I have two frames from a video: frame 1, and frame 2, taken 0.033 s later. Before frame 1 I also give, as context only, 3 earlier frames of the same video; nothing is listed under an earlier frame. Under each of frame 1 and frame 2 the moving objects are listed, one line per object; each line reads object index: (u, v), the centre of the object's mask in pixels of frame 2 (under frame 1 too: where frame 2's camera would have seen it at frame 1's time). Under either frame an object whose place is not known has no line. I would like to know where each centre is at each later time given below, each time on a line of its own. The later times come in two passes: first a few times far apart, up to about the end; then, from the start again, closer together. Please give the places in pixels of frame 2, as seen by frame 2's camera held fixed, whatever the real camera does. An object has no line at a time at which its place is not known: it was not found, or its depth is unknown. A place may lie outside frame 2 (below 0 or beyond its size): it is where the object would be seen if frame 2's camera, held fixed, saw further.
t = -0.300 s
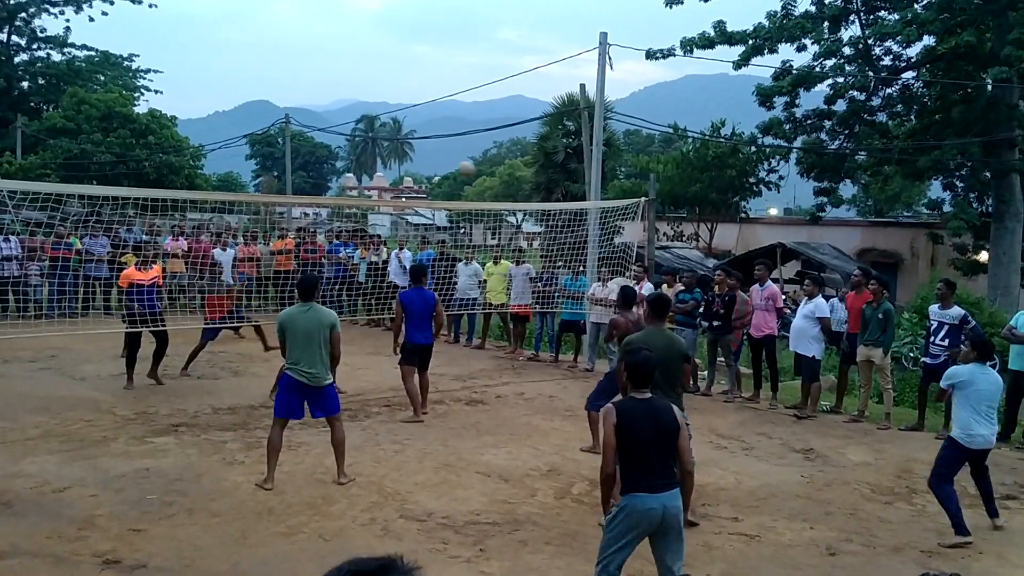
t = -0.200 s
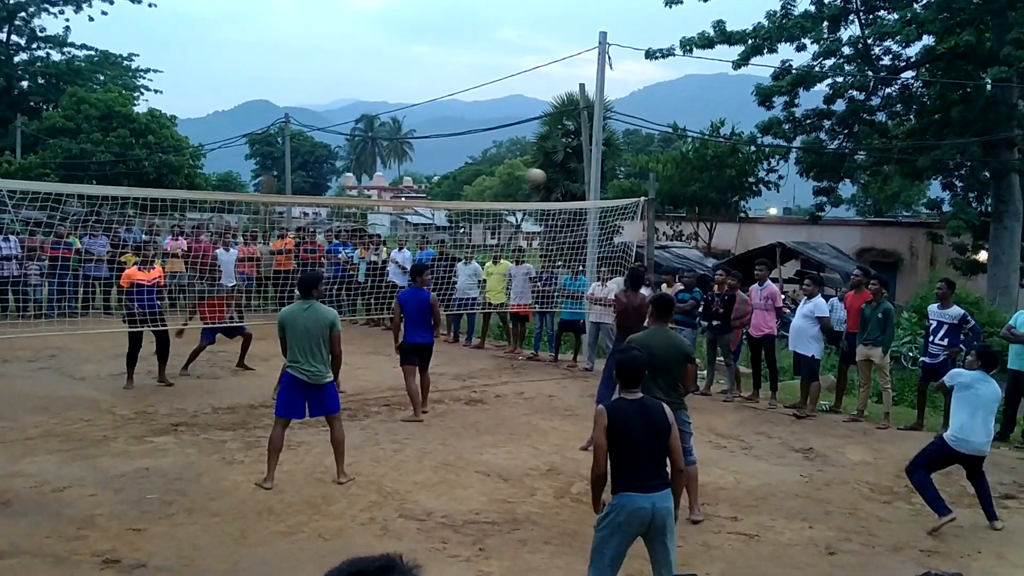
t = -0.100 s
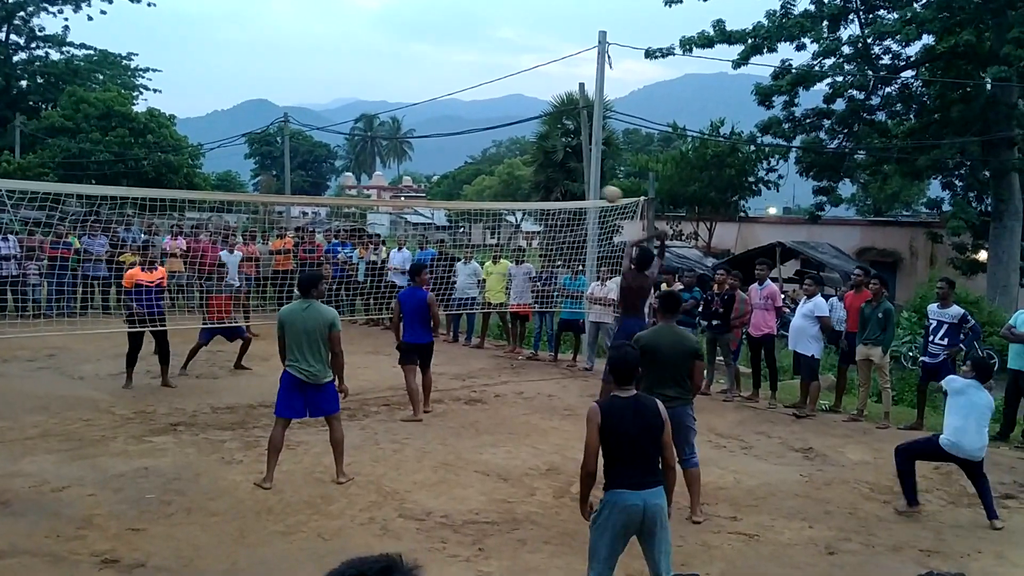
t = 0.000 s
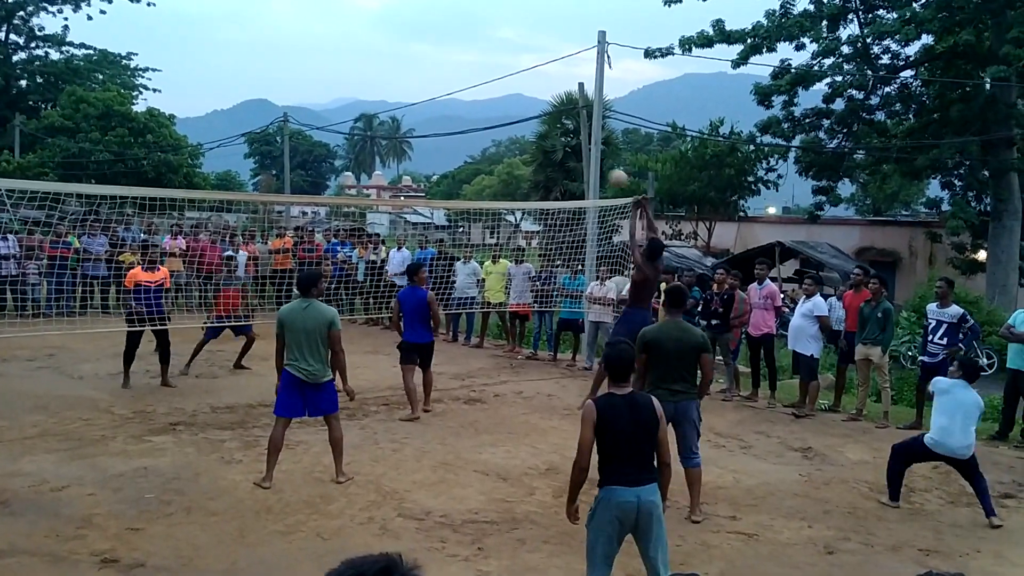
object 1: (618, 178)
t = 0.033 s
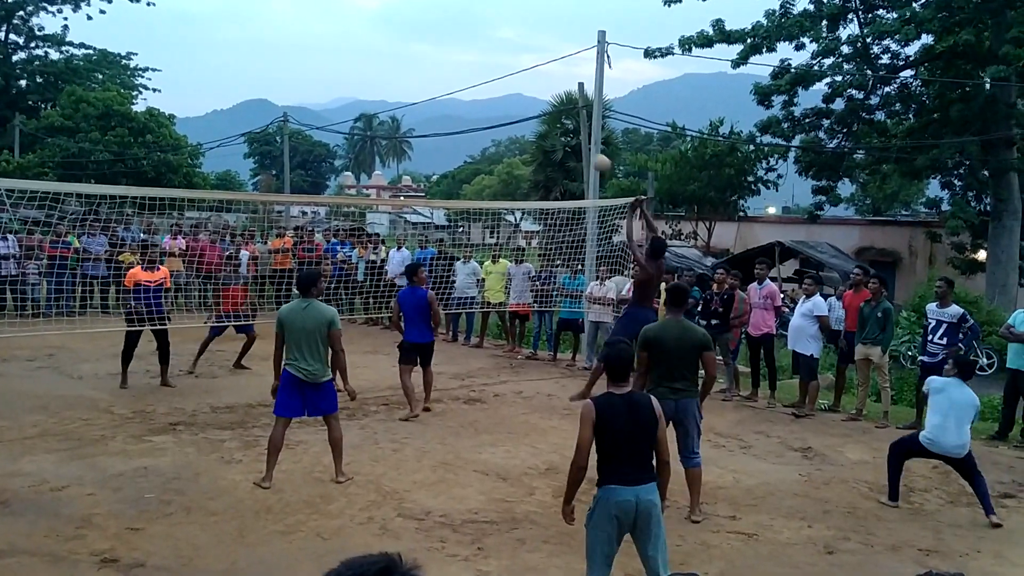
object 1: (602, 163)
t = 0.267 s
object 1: (491, 99)
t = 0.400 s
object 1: (436, 89)
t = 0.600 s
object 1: (363, 103)
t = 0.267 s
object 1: (491, 99)
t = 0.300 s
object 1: (476, 95)
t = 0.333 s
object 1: (462, 92)
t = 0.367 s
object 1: (449, 90)
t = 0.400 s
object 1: (436, 89)
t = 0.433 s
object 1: (423, 89)
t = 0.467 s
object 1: (410, 90)
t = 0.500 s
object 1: (398, 92)
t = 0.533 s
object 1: (386, 95)
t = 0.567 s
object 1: (374, 98)
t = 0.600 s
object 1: (363, 103)
